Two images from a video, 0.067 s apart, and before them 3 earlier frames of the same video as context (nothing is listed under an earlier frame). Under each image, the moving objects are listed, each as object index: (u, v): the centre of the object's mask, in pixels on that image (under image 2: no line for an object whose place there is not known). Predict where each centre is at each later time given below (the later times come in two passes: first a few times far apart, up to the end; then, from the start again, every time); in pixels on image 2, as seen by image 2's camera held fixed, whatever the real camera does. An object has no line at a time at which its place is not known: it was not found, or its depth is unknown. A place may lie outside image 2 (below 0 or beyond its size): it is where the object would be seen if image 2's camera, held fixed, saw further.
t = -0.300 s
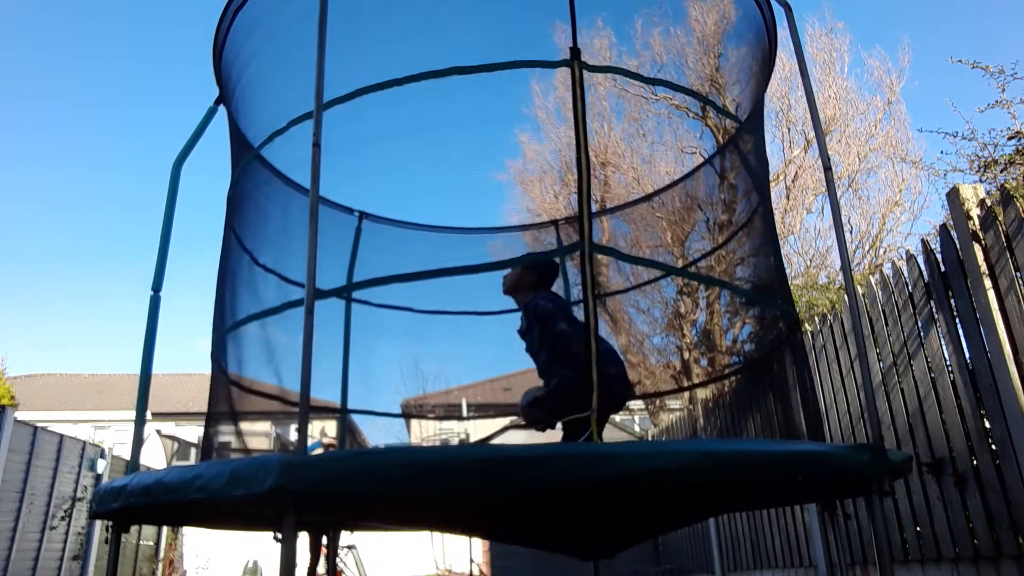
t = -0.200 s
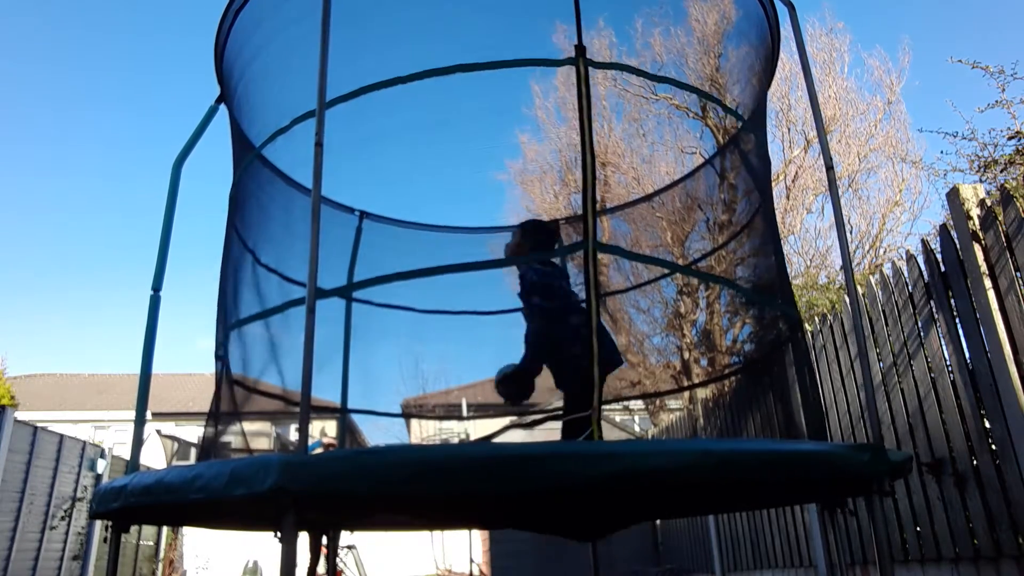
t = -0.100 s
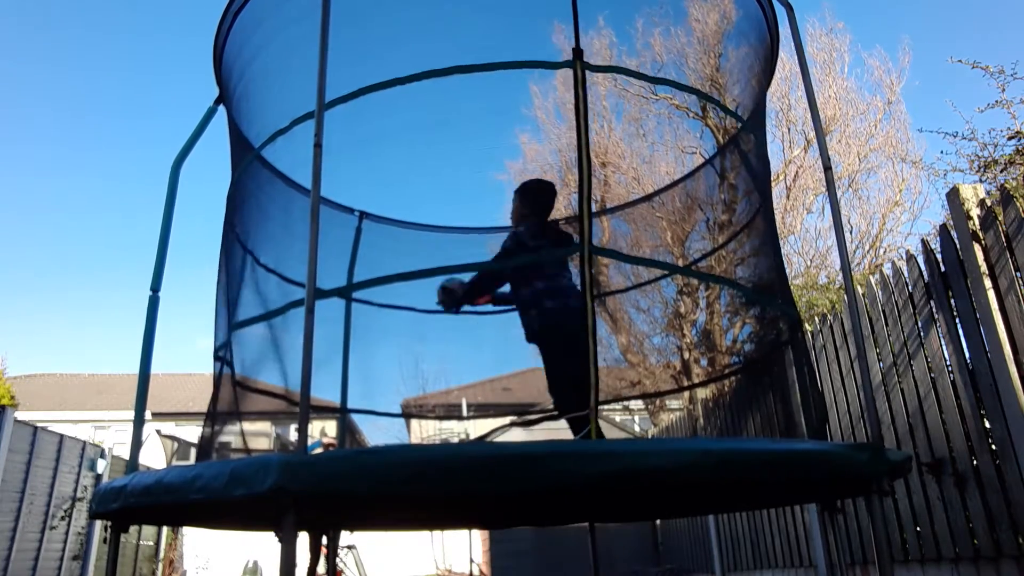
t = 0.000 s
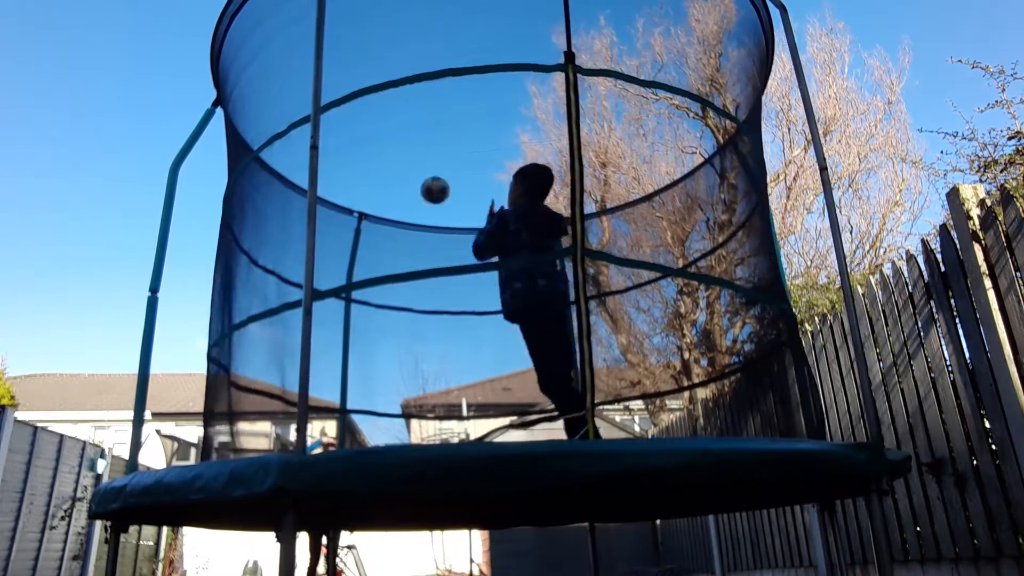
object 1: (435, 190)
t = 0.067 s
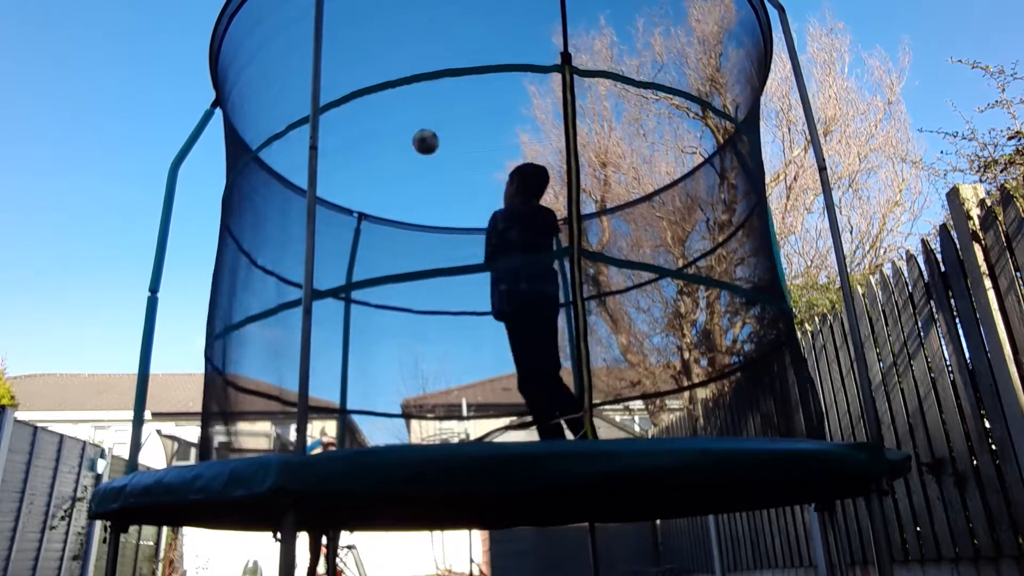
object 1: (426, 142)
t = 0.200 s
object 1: (410, 80)
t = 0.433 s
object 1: (389, 47)
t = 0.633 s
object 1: (374, 68)
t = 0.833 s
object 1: (361, 125)
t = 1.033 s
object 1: (349, 213)
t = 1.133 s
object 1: (341, 269)
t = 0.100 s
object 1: (421, 123)
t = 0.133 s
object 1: (417, 106)
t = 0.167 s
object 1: (414, 93)
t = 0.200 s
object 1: (410, 80)
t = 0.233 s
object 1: (407, 68)
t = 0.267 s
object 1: (404, 62)
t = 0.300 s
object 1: (401, 56)
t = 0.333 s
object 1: (398, 51)
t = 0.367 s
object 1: (395, 48)
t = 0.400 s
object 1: (392, 47)
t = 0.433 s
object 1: (389, 47)
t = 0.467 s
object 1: (387, 47)
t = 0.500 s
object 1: (384, 49)
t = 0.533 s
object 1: (382, 52)
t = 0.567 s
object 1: (379, 57)
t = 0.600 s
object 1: (377, 62)
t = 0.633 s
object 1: (374, 68)
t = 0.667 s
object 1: (372, 75)
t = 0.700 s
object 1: (369, 81)
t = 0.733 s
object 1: (367, 94)
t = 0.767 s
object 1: (365, 102)
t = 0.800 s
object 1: (363, 113)
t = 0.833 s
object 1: (361, 125)
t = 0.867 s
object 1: (359, 137)
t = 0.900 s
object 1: (357, 150)
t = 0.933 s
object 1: (355, 165)
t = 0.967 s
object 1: (352, 180)
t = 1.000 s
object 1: (350, 196)
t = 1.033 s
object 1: (349, 213)
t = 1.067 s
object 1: (346, 230)
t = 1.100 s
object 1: (344, 249)
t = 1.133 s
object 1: (341, 269)
